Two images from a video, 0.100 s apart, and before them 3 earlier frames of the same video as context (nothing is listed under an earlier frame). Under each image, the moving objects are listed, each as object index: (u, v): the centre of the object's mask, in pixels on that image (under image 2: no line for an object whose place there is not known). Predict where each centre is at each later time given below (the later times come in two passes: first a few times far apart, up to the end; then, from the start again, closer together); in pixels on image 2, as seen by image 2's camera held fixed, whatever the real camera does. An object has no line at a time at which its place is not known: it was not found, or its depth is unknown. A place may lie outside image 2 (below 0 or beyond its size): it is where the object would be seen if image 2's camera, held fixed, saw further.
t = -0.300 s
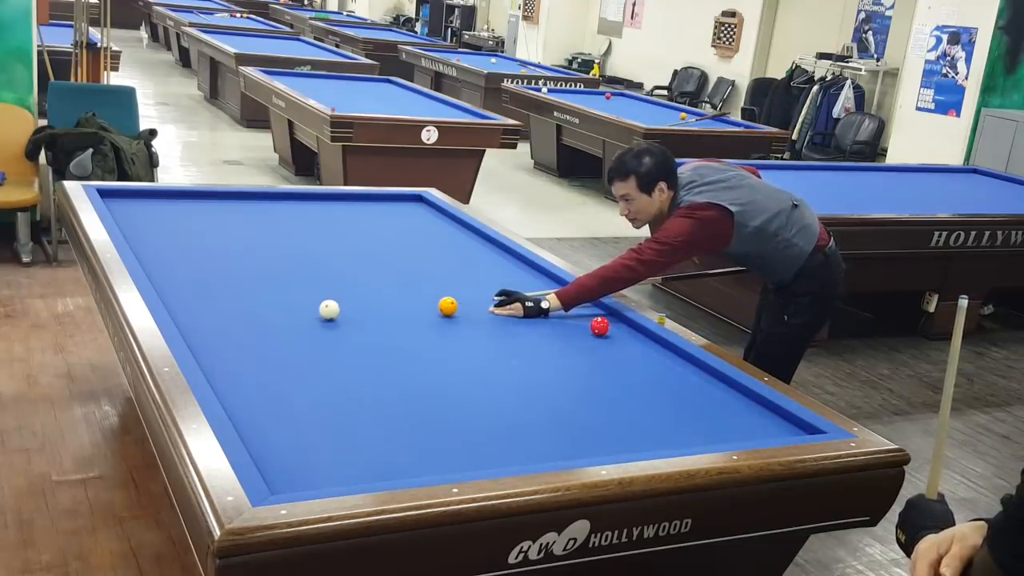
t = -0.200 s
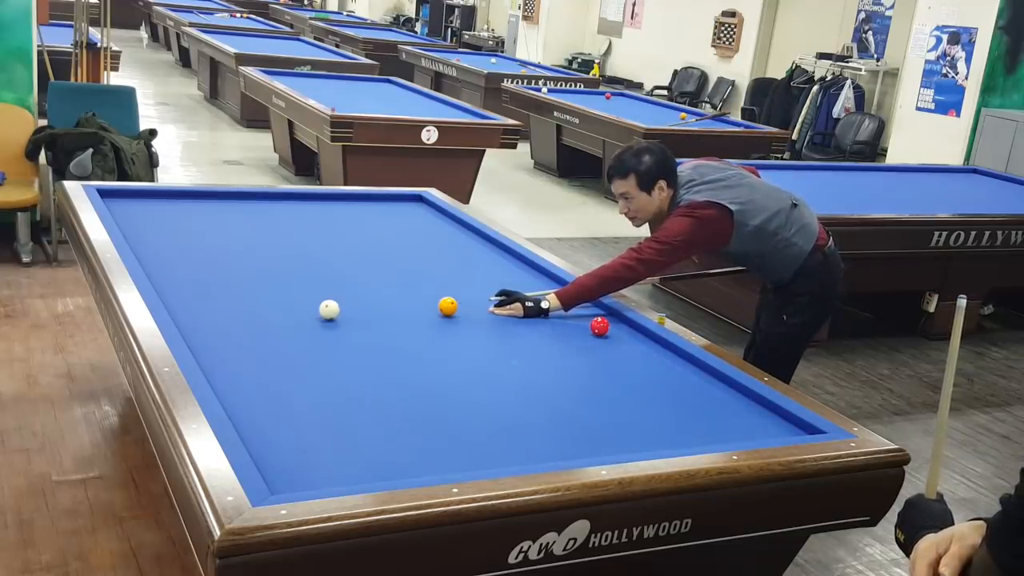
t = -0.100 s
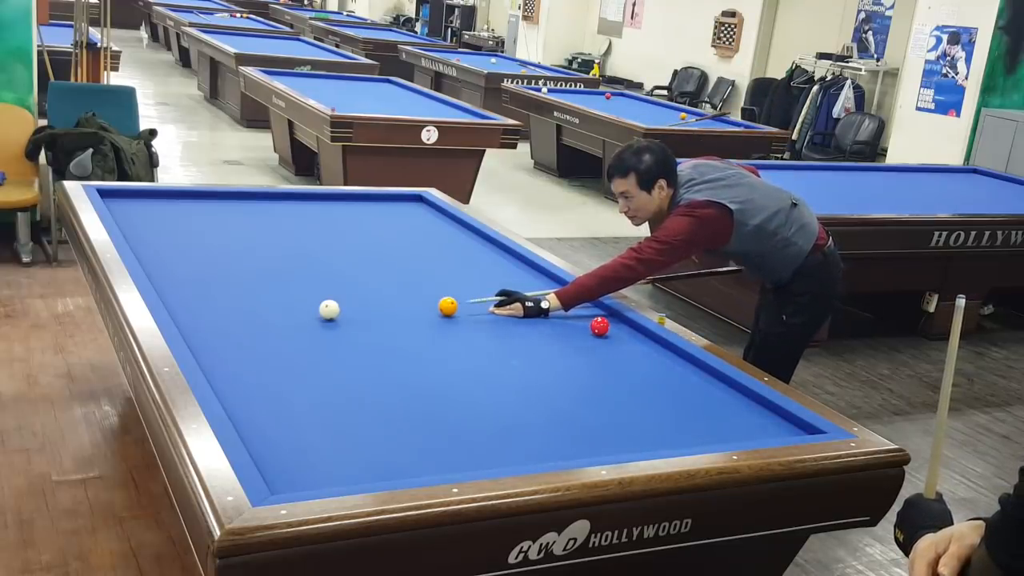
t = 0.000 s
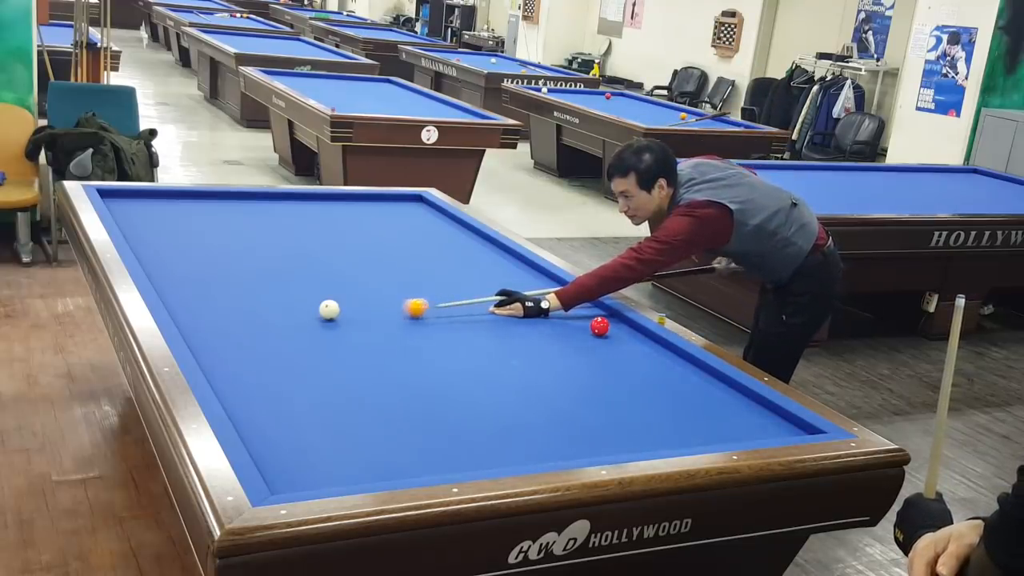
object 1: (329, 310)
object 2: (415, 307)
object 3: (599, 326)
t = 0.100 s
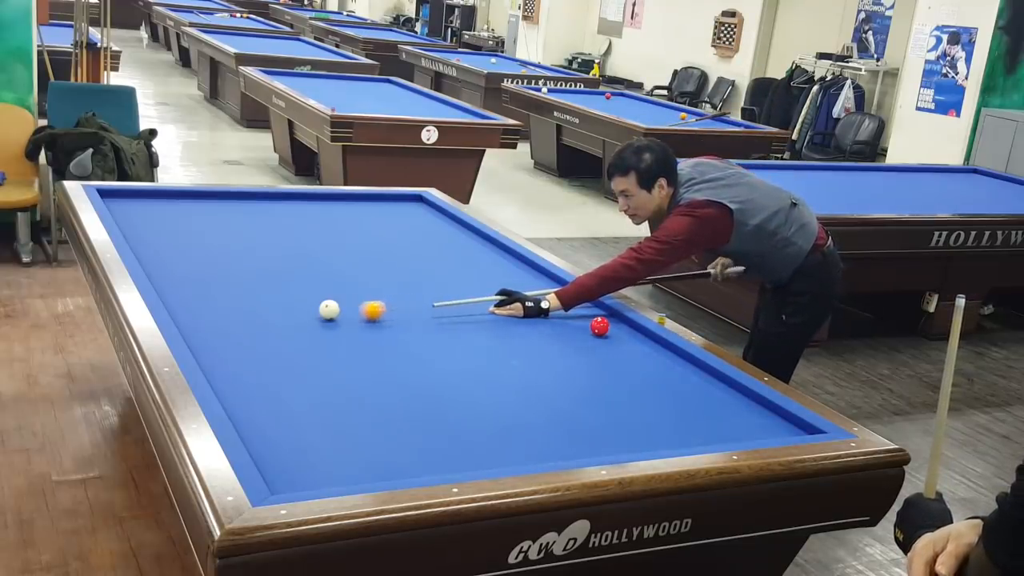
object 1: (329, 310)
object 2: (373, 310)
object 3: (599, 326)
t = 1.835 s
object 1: (260, 261)
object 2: (441, 445)
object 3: (599, 326)
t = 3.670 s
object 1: (372, 231)
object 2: (609, 367)
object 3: (599, 326)
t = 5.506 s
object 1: (438, 212)
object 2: (609, 324)
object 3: (571, 322)
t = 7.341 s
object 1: (396, 204)
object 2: (603, 319)
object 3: (514, 315)
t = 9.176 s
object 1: (377, 201)
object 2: (603, 319)
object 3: (498, 313)
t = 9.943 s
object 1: (377, 201)
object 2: (603, 319)
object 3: (498, 313)
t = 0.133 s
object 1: (329, 309)
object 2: (358, 311)
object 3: (599, 326)
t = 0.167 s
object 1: (324, 308)
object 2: (347, 313)
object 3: (599, 326)
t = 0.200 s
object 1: (313, 307)
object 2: (344, 315)
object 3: (599, 326)
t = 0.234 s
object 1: (302, 306)
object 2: (341, 318)
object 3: (599, 326)
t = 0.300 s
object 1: (282, 303)
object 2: (331, 323)
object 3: (599, 326)
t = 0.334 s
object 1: (273, 302)
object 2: (325, 326)
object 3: (599, 326)
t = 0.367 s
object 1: (265, 301)
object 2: (319, 328)
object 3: (599, 326)
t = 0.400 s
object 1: (257, 300)
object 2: (313, 330)
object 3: (599, 326)
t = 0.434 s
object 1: (249, 299)
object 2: (306, 333)
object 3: (599, 326)
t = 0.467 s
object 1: (241, 298)
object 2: (300, 335)
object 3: (599, 326)
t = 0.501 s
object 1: (233, 296)
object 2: (294, 338)
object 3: (599, 326)
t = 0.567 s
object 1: (216, 294)
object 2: (280, 343)
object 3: (599, 326)
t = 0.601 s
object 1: (208, 293)
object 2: (273, 346)
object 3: (599, 326)
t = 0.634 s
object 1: (200, 292)
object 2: (266, 349)
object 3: (599, 326)
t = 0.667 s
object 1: (192, 291)
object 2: (259, 352)
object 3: (599, 326)
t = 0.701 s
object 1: (185, 290)
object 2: (252, 354)
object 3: (599, 326)
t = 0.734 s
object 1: (177, 289)
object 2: (245, 357)
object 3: (599, 326)
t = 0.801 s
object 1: (163, 286)
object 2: (230, 363)
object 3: (599, 326)
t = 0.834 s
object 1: (165, 286)
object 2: (223, 366)
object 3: (599, 326)
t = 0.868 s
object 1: (170, 285)
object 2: (215, 369)
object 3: (599, 326)
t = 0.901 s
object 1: (174, 284)
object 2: (216, 371)
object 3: (599, 326)
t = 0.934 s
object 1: (178, 283)
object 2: (225, 374)
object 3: (599, 326)
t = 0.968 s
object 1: (181, 282)
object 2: (234, 377)
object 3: (599, 326)
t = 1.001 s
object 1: (185, 281)
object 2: (242, 379)
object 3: (599, 326)
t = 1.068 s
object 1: (192, 279)
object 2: (257, 384)
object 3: (599, 326)
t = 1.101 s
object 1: (195, 278)
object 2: (264, 387)
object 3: (599, 326)
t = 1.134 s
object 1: (198, 278)
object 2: (272, 389)
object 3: (599, 326)
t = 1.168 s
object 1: (202, 277)
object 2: (280, 392)
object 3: (599, 326)
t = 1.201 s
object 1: (205, 276)
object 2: (287, 394)
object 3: (599, 326)
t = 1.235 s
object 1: (208, 275)
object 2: (295, 396)
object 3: (599, 326)
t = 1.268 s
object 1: (211, 274)
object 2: (303, 399)
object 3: (599, 326)
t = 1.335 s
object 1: (217, 273)
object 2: (319, 404)
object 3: (599, 326)
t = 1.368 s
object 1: (221, 272)
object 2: (326, 407)
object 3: (599, 326)
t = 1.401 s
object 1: (224, 271)
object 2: (334, 410)
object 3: (599, 326)
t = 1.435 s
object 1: (227, 270)
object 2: (343, 412)
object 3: (599, 326)
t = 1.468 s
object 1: (230, 269)
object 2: (350, 415)
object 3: (599, 326)
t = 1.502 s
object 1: (233, 269)
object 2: (358, 417)
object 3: (599, 326)
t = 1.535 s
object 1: (235, 268)
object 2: (366, 420)
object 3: (599, 326)
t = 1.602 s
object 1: (241, 266)
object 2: (383, 425)
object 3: (599, 326)
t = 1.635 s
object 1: (244, 266)
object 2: (391, 428)
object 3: (599, 326)
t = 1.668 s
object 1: (247, 265)
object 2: (399, 431)
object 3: (599, 326)
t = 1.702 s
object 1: (249, 264)
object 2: (408, 434)
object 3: (599, 326)
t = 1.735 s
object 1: (252, 264)
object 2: (416, 436)
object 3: (599, 326)
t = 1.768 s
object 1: (255, 263)
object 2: (424, 439)
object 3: (599, 326)
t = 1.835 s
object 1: (260, 261)
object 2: (441, 445)
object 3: (599, 326)
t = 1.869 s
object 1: (263, 261)
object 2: (450, 448)
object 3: (599, 326)
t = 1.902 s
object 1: (266, 260)
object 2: (458, 451)
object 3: (599, 326)
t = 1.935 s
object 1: (268, 259)
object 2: (467, 454)
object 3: (599, 326)
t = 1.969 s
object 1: (270, 258)
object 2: (475, 456)
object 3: (599, 326)
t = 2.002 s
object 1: (273, 258)
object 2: (484, 458)
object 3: (599, 326)
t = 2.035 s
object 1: (276, 257)
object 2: (493, 460)
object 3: (599, 326)
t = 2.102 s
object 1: (280, 256)
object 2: (503, 458)
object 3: (599, 326)
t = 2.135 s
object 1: (283, 255)
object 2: (506, 456)
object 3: (599, 326)
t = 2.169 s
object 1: (285, 255)
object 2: (508, 454)
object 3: (599, 326)
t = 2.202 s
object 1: (288, 254)
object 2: (511, 452)
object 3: (599, 326)
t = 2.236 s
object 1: (290, 254)
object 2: (514, 450)
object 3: (599, 326)
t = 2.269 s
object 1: (292, 253)
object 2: (518, 447)
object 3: (599, 326)
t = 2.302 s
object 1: (295, 252)
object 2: (521, 444)
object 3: (599, 326)
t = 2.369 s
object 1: (299, 251)
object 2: (526, 440)
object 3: (599, 326)
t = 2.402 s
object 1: (301, 250)
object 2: (529, 437)
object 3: (599, 326)
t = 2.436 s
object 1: (303, 250)
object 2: (531, 435)
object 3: (599, 326)
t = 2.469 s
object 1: (306, 249)
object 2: (534, 433)
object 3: (599, 326)
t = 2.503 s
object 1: (308, 249)
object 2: (537, 430)
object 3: (600, 326)
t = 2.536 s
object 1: (310, 248)
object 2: (539, 428)
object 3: (599, 326)
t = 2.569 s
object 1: (312, 248)
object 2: (542, 426)
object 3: (599, 326)
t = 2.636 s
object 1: (316, 246)
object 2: (547, 421)
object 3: (599, 326)
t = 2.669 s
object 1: (318, 246)
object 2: (549, 419)
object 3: (600, 326)
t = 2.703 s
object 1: (320, 245)
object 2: (552, 417)
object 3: (600, 326)
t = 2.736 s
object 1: (322, 245)
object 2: (554, 415)
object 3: (600, 326)
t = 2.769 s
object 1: (324, 244)
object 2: (556, 413)
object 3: (599, 326)
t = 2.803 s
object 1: (326, 244)
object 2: (558, 411)
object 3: (599, 326)
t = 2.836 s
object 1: (328, 243)
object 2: (561, 409)
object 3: (599, 326)
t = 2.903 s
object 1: (332, 242)
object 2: (565, 405)
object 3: (599, 326)
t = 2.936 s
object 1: (334, 242)
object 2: (567, 403)
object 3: (600, 326)
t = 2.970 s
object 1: (336, 241)
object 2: (570, 402)
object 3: (599, 326)
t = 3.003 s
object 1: (338, 241)
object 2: (572, 400)
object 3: (599, 326)
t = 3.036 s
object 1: (340, 240)
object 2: (574, 398)
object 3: (599, 326)
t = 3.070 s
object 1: (342, 240)
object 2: (576, 396)
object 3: (600, 326)
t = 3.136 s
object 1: (345, 239)
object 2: (580, 392)
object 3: (599, 326)
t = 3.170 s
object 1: (347, 238)
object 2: (582, 391)
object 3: (599, 326)
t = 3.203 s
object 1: (349, 238)
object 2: (584, 389)
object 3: (599, 326)
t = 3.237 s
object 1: (350, 237)
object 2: (586, 387)
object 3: (600, 326)
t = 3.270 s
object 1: (352, 237)
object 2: (588, 386)
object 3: (600, 326)
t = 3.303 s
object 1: (354, 236)
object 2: (590, 384)
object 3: (599, 326)
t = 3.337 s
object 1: (355, 236)
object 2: (592, 382)
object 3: (599, 326)
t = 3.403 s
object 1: (359, 235)
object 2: (595, 379)
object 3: (599, 326)
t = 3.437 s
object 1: (360, 234)
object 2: (597, 378)
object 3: (599, 326)
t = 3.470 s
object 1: (362, 234)
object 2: (599, 376)
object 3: (600, 326)
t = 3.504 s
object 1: (364, 233)
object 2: (601, 374)
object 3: (600, 326)
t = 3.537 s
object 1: (365, 233)
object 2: (602, 373)
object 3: (599, 326)
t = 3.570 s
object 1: (367, 233)
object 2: (604, 372)
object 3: (600, 326)
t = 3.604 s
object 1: (368, 232)
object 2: (606, 370)
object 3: (600, 326)
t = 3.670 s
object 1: (372, 231)
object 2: (609, 367)
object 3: (599, 326)
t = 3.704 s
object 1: (373, 231)
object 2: (611, 366)
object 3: (599, 326)
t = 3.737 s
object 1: (375, 231)
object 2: (612, 364)
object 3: (599, 326)
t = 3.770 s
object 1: (376, 230)
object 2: (614, 363)
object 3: (599, 326)
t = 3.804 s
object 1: (378, 230)
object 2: (616, 362)
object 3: (599, 326)
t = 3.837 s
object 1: (379, 229)
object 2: (617, 360)
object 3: (599, 326)
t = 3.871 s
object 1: (381, 229)
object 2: (619, 359)
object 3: (599, 326)
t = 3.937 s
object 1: (383, 228)
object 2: (622, 356)
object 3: (599, 326)
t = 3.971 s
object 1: (385, 228)
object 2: (623, 355)
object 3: (599, 326)
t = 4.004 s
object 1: (386, 227)
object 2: (625, 354)
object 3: (599, 326)
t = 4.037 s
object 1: (387, 227)
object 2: (626, 353)
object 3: (599, 326)
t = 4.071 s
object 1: (389, 227)
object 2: (628, 351)
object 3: (599, 326)
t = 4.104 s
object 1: (391, 226)
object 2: (629, 350)
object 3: (599, 326)
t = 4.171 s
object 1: (393, 225)
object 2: (632, 348)
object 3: (599, 326)
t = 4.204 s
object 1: (394, 225)
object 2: (633, 346)
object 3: (599, 326)
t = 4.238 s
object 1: (396, 225)
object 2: (635, 345)
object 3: (599, 326)
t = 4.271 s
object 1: (397, 224)
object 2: (636, 344)
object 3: (599, 326)
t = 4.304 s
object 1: (398, 224)
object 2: (637, 343)
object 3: (599, 326)
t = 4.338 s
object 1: (400, 223)
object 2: (639, 342)
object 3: (599, 326)
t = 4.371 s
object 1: (401, 223)
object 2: (640, 341)
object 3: (599, 326)
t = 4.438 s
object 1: (403, 222)
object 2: (643, 339)
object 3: (599, 326)
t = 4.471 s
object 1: (405, 222)
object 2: (644, 338)
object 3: (599, 326)
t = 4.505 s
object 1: (406, 222)
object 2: (646, 336)
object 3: (599, 326)
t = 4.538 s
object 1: (407, 221)
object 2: (647, 335)
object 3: (599, 326)
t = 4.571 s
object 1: (408, 221)
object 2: (647, 335)
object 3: (599, 326)
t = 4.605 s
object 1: (409, 221)
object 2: (643, 334)
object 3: (599, 326)
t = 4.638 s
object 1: (411, 220)
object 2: (641, 333)
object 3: (599, 326)
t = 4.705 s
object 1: (413, 220)
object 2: (635, 332)
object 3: (599, 326)
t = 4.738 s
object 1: (414, 219)
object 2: (632, 331)
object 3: (599, 326)
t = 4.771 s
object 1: (415, 219)
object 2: (630, 331)
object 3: (599, 326)
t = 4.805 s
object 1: (416, 219)
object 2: (627, 330)
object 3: (599, 326)
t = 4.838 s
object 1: (417, 218)
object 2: (625, 330)
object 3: (599, 326)
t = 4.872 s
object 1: (419, 218)
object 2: (622, 329)
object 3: (599, 326)
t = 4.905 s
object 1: (419, 218)
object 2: (619, 328)
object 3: (599, 326)
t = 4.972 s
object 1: (422, 217)
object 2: (617, 328)
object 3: (596, 325)
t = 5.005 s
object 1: (423, 217)
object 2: (617, 328)
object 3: (594, 325)
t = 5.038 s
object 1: (424, 216)
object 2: (616, 327)
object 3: (593, 325)
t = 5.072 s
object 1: (425, 216)
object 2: (616, 327)
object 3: (591, 325)
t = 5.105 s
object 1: (426, 216)
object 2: (615, 327)
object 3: (590, 325)
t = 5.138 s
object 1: (427, 215)
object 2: (615, 327)
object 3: (588, 324)
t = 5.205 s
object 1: (429, 215)
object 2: (613, 326)
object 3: (585, 324)
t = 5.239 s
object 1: (430, 215)
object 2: (613, 326)
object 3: (583, 324)
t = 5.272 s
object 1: (431, 214)
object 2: (612, 325)
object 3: (582, 324)
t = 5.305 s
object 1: (432, 214)
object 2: (612, 325)
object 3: (580, 323)
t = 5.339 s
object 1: (433, 214)
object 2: (611, 325)
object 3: (579, 323)
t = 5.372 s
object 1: (434, 213)
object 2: (611, 325)
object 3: (577, 323)
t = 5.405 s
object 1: (435, 213)
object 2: (610, 325)
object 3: (575, 323)
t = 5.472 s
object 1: (437, 213)
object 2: (609, 324)
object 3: (573, 323)
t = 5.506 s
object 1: (438, 212)
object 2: (609, 324)
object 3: (571, 322)
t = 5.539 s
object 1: (438, 212)
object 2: (609, 324)
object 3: (570, 322)
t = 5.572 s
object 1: (440, 212)
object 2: (608, 323)
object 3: (568, 322)
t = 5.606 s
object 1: (440, 212)
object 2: (608, 323)
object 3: (567, 322)
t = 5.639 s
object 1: (441, 211)
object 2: (607, 323)
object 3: (566, 322)
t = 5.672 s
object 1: (440, 211)
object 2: (607, 323)
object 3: (564, 321)
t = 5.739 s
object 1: (438, 210)
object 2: (606, 322)
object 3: (562, 321)
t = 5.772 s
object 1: (437, 210)
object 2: (606, 322)
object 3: (560, 321)
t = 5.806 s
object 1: (436, 210)
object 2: (606, 322)
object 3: (559, 321)
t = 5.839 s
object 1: (435, 210)
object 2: (606, 322)
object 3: (558, 320)
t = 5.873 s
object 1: (433, 210)
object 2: (605, 322)
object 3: (556, 320)
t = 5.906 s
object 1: (432, 210)
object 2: (605, 321)
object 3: (555, 320)
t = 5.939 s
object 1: (431, 209)
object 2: (605, 321)
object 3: (554, 320)
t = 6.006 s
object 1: (429, 209)
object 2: (605, 321)
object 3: (552, 320)
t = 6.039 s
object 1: (428, 209)
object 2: (605, 321)
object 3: (550, 319)
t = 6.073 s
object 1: (427, 209)
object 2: (604, 321)
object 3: (549, 319)
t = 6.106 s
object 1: (426, 209)
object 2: (604, 321)
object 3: (548, 319)
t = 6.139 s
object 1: (425, 208)
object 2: (604, 321)
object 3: (547, 319)
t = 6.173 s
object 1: (424, 208)
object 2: (604, 321)
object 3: (546, 319)
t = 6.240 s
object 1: (422, 208)
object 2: (604, 320)
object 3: (543, 319)
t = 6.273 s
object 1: (421, 208)
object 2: (604, 320)
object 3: (542, 318)
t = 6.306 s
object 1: (420, 208)
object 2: (604, 320)
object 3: (541, 318)
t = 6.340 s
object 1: (419, 208)
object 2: (603, 320)
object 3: (540, 318)
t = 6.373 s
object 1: (418, 208)
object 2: (603, 320)
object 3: (539, 318)
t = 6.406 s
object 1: (418, 207)
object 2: (603, 320)
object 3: (538, 318)
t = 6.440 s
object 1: (417, 207)
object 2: (603, 320)
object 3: (537, 318)
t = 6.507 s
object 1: (415, 207)
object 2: (603, 320)
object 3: (535, 317)
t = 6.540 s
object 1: (414, 207)
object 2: (603, 320)
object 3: (534, 317)
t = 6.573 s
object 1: (413, 207)
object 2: (603, 320)
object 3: (533, 317)
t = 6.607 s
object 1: (412, 206)
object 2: (603, 320)
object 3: (532, 317)
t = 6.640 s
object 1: (411, 206)
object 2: (603, 319)
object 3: (531, 317)
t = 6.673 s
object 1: (411, 206)
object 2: (603, 319)
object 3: (530, 317)
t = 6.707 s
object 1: (410, 206)
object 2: (603, 319)
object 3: (529, 317)
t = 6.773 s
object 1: (408, 206)
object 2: (603, 319)
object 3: (527, 316)
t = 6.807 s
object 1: (407, 206)
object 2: (603, 319)
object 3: (526, 316)
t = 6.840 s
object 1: (407, 206)
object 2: (603, 319)
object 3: (525, 316)
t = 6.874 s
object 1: (406, 205)
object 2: (603, 319)
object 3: (525, 316)
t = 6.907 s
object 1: (405, 205)
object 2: (603, 319)
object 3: (524, 316)
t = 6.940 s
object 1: (404, 205)
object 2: (603, 319)
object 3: (523, 316)
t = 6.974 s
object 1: (404, 205)
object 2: (603, 319)
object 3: (522, 316)
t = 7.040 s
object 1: (402, 205)
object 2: (603, 319)
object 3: (521, 315)
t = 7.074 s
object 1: (402, 205)
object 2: (603, 319)
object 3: (520, 315)
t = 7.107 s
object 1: (401, 205)
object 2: (603, 319)
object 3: (519, 315)
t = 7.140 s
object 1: (400, 205)
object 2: (603, 319)
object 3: (518, 315)
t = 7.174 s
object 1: (399, 205)
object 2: (603, 319)
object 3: (518, 315)
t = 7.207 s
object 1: (399, 204)
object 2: (603, 319)
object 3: (517, 315)
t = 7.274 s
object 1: (398, 204)
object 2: (603, 319)
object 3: (515, 315)
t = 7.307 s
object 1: (397, 204)
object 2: (603, 319)
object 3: (515, 315)
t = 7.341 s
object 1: (396, 204)
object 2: (603, 319)
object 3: (514, 315)
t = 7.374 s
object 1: (395, 204)
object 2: (603, 319)
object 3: (513, 315)
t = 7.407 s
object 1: (395, 204)
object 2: (603, 319)
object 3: (513, 315)
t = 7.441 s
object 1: (394, 204)
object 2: (603, 319)
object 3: (512, 315)
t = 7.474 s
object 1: (394, 204)
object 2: (603, 319)
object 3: (512, 315)
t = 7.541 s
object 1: (392, 204)
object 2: (603, 319)
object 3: (511, 314)
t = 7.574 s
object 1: (392, 204)
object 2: (603, 319)
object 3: (510, 314)
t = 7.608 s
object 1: (391, 203)
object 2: (603, 319)
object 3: (509, 314)
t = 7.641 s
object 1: (391, 203)
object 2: (603, 319)
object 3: (509, 314)
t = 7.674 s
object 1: (390, 203)
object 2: (603, 319)
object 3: (508, 314)
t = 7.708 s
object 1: (390, 203)
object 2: (603, 319)
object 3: (508, 314)
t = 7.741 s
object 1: (389, 203)
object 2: (603, 319)
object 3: (507, 314)
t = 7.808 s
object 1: (388, 203)
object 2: (603, 319)
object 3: (506, 314)
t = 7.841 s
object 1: (387, 203)
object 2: (603, 319)
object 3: (506, 314)
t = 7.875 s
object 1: (387, 203)
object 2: (603, 319)
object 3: (505, 314)
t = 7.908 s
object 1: (387, 203)
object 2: (603, 319)
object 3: (505, 314)
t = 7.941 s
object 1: (386, 203)
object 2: (603, 319)
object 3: (505, 314)
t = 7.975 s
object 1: (386, 203)
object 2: (603, 319)
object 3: (504, 314)
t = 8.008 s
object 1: (385, 203)
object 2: (603, 319)
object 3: (504, 314)
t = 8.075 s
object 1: (385, 203)
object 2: (603, 319)
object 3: (503, 313)
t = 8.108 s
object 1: (384, 203)
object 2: (603, 319)
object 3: (503, 313)
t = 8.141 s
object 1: (383, 203)
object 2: (603, 319)
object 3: (502, 313)
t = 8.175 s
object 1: (383, 203)
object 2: (603, 319)
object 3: (502, 313)
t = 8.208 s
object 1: (383, 203)
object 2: (603, 319)
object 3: (502, 313)
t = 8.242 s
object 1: (382, 202)
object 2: (603, 319)
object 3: (501, 313)
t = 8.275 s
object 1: (382, 202)
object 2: (603, 319)
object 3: (501, 313)
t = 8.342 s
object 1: (381, 202)
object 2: (603, 319)
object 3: (501, 313)
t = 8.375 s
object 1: (381, 202)
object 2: (603, 319)
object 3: (500, 313)
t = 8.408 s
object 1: (381, 202)
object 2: (603, 319)
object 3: (500, 313)
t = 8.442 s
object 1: (381, 202)
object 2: (603, 319)
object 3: (500, 313)
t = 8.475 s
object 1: (380, 202)
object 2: (603, 319)
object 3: (500, 313)
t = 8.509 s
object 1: (380, 202)
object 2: (603, 319)
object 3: (499, 313)
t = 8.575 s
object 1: (379, 202)
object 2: (603, 319)
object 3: (499, 313)
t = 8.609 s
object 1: (379, 202)
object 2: (603, 319)
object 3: (499, 313)
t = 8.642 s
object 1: (379, 202)
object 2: (603, 319)
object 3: (499, 313)
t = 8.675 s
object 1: (379, 202)
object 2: (603, 319)
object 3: (498, 313)
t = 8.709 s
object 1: (378, 202)
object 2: (603, 319)
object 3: (498, 313)
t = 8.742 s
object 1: (378, 202)
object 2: (603, 319)
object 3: (498, 313)
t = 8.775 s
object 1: (378, 202)
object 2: (603, 319)
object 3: (498, 313)
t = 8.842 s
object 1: (378, 202)
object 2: (603, 319)
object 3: (498, 313)
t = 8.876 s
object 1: (378, 201)
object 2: (603, 319)
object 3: (498, 313)
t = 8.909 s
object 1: (378, 201)
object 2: (603, 319)
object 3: (498, 313)
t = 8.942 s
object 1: (377, 201)
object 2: (603, 319)
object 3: (498, 313)
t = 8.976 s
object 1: (377, 201)
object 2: (603, 319)
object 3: (498, 313)
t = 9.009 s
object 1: (377, 201)
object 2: (603, 319)
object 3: (498, 313)
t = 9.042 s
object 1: (377, 201)
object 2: (603, 319)
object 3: (498, 313)
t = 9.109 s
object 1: (377, 201)
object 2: (603, 319)
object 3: (498, 313)
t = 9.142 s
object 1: (377, 201)
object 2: (603, 319)
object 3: (498, 313)
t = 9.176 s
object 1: (377, 201)
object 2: (603, 319)
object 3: (498, 313)
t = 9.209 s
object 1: (377, 201)
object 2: (603, 319)
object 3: (498, 313)
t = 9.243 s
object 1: (377, 201)
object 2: (603, 319)
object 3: (498, 313)
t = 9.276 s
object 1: (377, 201)
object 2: (603, 319)
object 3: (498, 313)
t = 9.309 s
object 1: (377, 201)
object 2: (603, 319)
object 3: (498, 313)
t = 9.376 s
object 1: (377, 201)
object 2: (603, 319)
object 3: (498, 313)
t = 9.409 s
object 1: (377, 201)
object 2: (603, 319)
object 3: (498, 313)
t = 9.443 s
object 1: (377, 201)
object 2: (603, 319)
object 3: (498, 313)
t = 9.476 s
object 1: (377, 201)
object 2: (603, 319)
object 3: (498, 313)
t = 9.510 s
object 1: (377, 201)
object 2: (603, 319)
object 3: (498, 313)
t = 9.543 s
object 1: (377, 201)
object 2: (603, 319)
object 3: (498, 313)
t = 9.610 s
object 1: (377, 201)
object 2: (603, 319)
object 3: (498, 313)
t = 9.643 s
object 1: (377, 201)
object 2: (603, 319)
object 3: (498, 313)
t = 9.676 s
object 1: (377, 201)
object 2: (603, 319)
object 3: (498, 313)
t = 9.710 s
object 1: (377, 201)
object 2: (603, 319)
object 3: (498, 313)
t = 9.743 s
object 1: (376, 201)
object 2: (603, 319)
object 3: (498, 313)
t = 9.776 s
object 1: (377, 201)
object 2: (603, 319)
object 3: (498, 313)
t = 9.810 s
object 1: (377, 201)
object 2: (603, 319)
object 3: (498, 313)
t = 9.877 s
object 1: (377, 201)
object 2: (603, 319)
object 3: (498, 313)
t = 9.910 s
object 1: (377, 201)
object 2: (603, 319)
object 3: (498, 313)
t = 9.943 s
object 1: (377, 201)
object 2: (603, 319)
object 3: (498, 313)
